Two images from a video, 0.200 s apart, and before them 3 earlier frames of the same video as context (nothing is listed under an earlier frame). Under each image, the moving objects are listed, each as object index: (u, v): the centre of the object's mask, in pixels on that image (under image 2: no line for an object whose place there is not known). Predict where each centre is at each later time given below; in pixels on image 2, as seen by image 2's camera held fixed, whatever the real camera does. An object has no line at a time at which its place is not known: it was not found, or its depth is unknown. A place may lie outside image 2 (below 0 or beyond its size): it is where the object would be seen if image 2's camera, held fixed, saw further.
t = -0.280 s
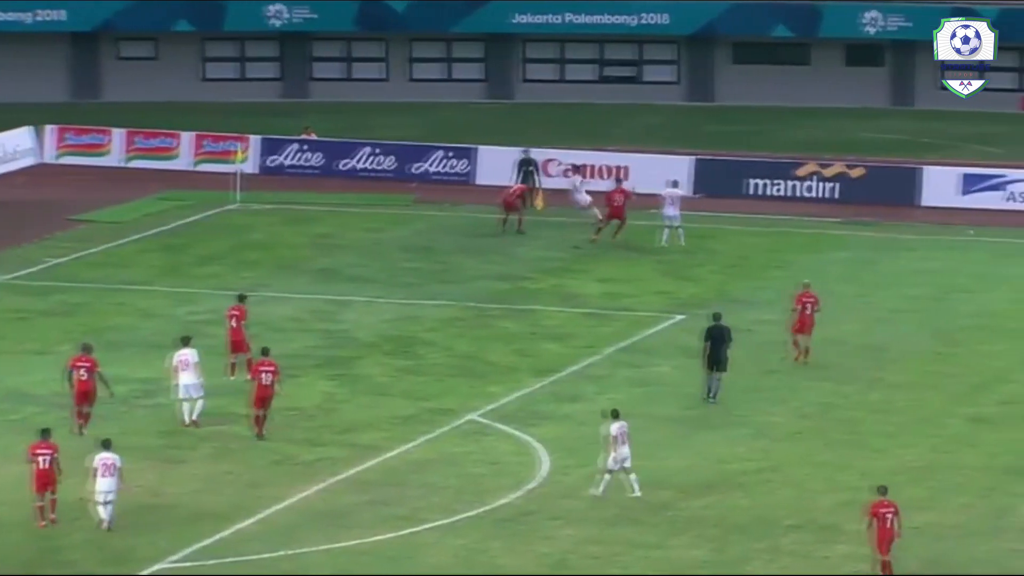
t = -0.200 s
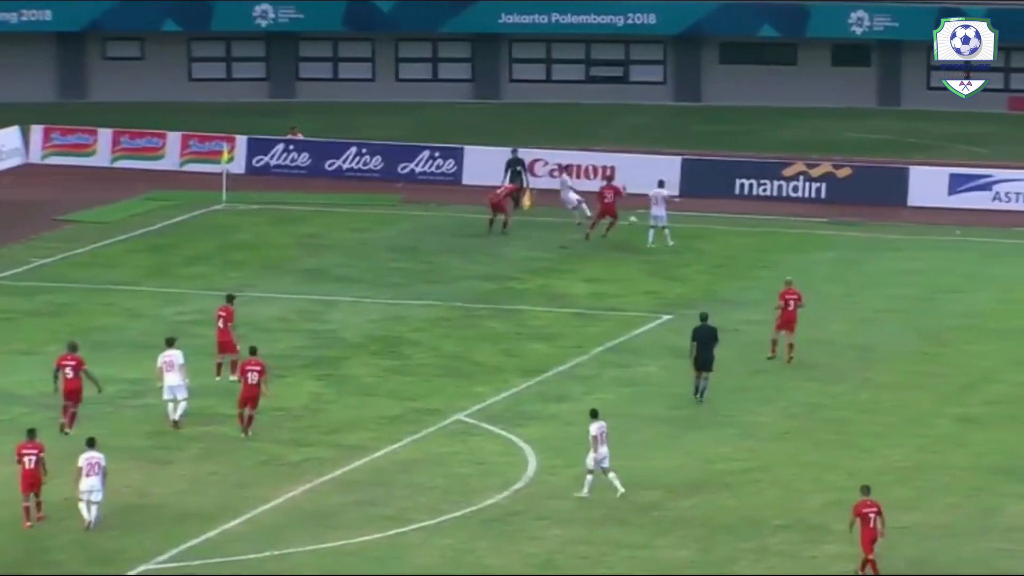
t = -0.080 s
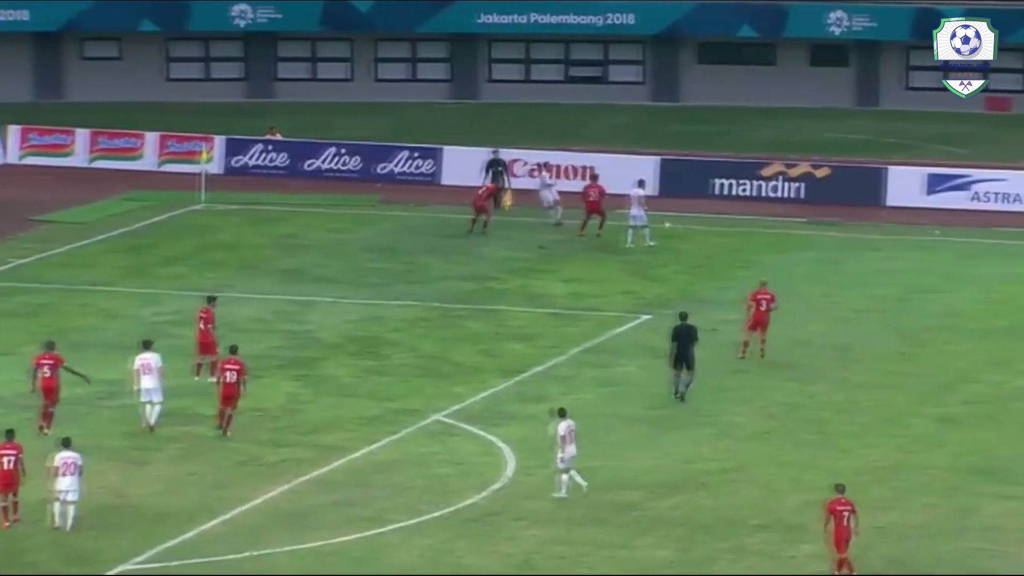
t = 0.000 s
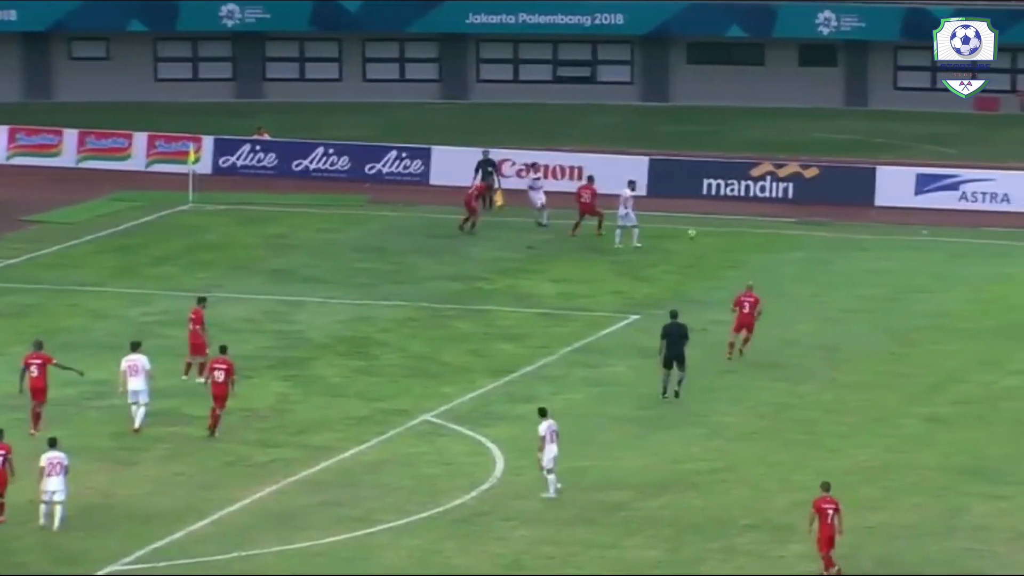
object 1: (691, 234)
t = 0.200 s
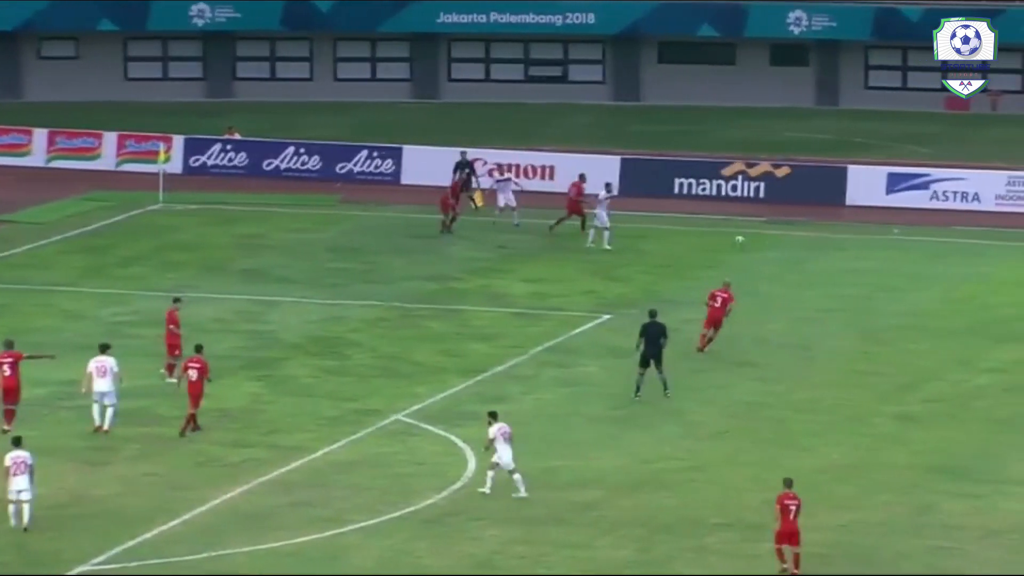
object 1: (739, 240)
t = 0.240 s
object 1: (751, 242)
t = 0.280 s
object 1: (767, 245)
